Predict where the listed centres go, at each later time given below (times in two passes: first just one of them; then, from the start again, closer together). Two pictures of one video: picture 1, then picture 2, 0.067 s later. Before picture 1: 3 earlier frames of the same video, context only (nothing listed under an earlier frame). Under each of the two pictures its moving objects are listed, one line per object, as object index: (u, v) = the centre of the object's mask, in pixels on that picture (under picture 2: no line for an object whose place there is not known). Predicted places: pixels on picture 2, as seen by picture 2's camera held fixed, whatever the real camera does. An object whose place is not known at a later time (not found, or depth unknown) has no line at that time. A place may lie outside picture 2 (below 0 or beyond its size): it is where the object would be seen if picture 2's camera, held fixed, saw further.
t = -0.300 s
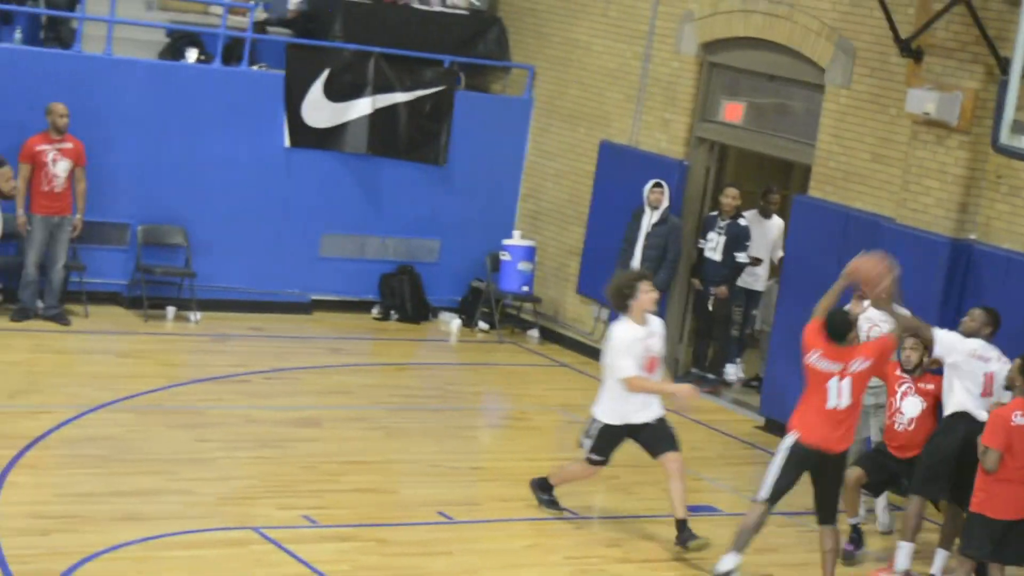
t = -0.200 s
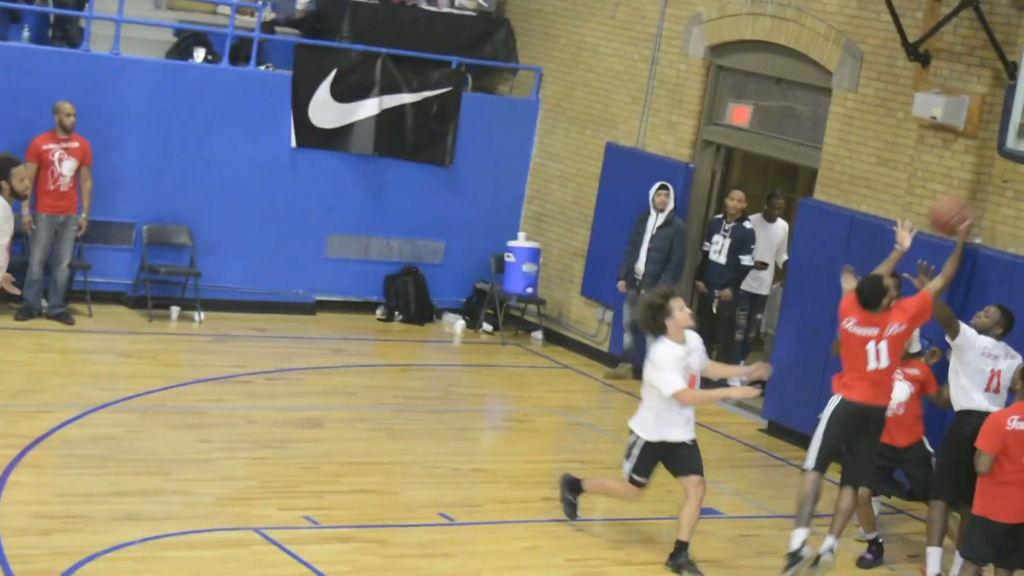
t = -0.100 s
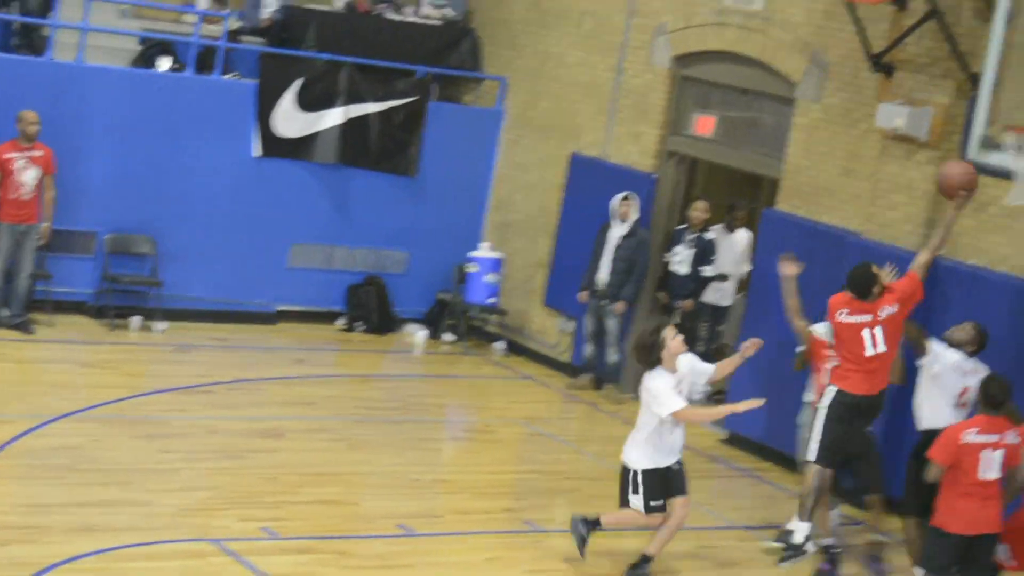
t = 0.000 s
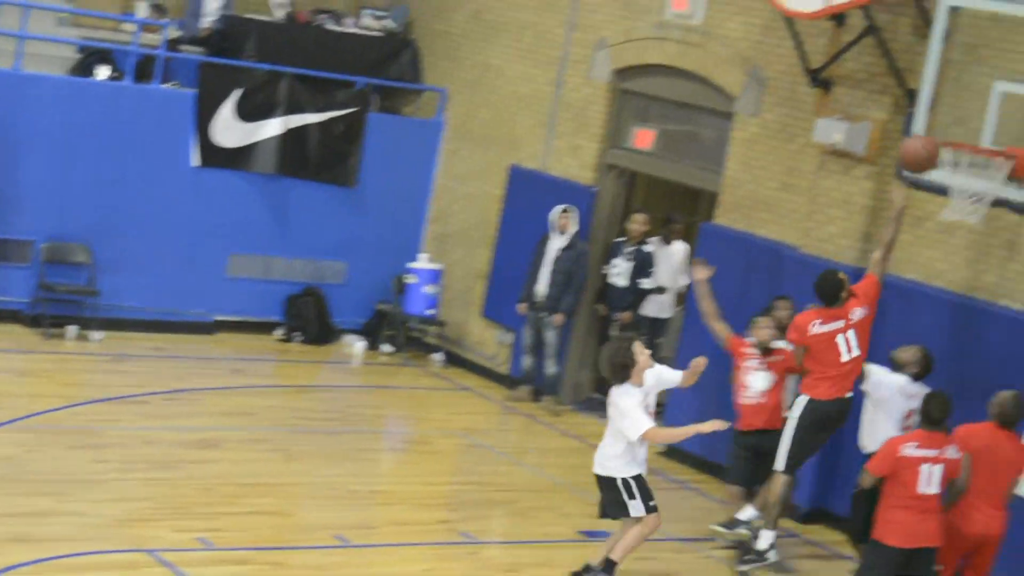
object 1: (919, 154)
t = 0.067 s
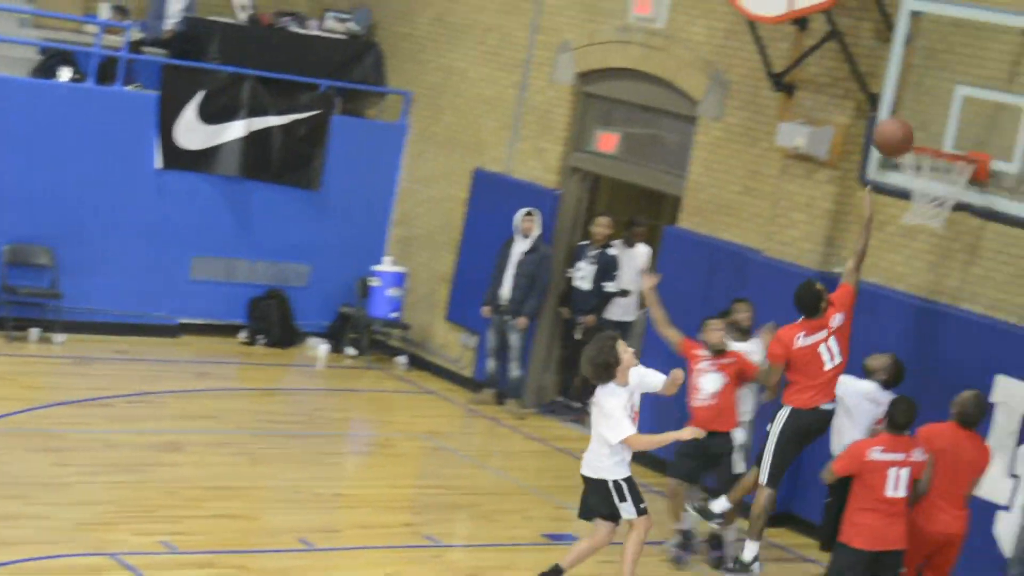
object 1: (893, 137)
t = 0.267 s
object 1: (923, 116)
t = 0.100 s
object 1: (900, 129)
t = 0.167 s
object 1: (911, 118)
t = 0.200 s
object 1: (915, 115)
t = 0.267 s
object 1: (923, 116)
